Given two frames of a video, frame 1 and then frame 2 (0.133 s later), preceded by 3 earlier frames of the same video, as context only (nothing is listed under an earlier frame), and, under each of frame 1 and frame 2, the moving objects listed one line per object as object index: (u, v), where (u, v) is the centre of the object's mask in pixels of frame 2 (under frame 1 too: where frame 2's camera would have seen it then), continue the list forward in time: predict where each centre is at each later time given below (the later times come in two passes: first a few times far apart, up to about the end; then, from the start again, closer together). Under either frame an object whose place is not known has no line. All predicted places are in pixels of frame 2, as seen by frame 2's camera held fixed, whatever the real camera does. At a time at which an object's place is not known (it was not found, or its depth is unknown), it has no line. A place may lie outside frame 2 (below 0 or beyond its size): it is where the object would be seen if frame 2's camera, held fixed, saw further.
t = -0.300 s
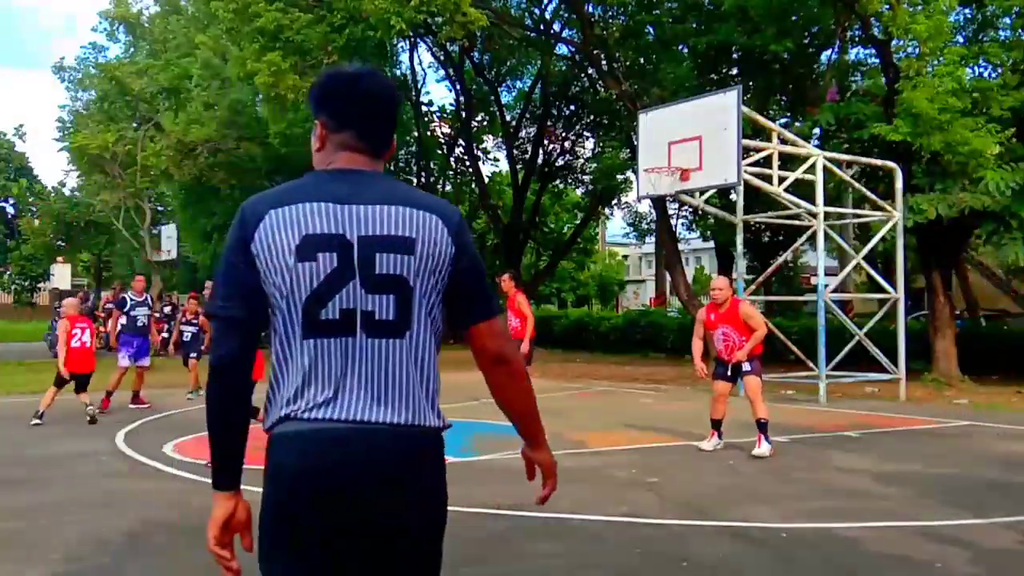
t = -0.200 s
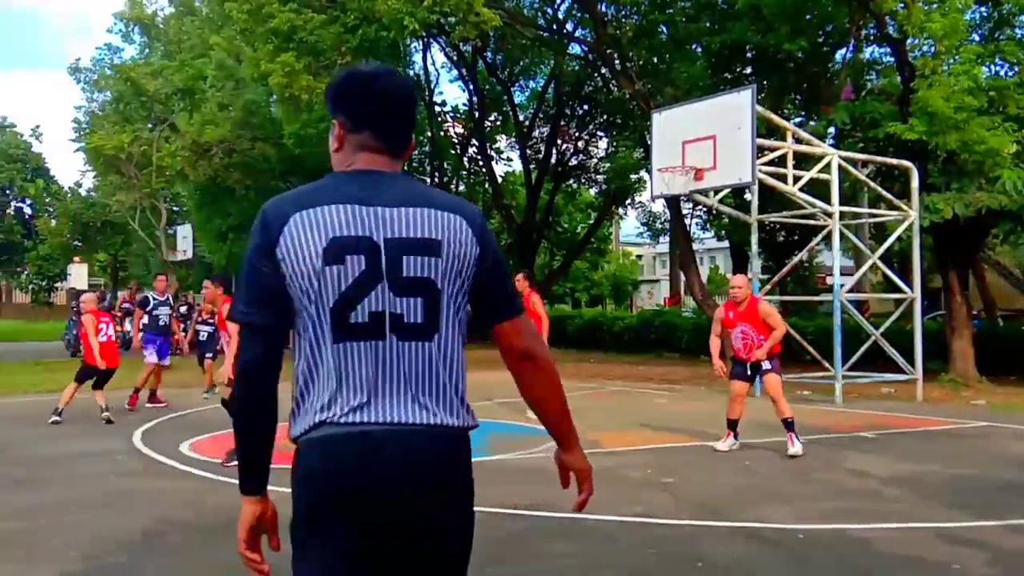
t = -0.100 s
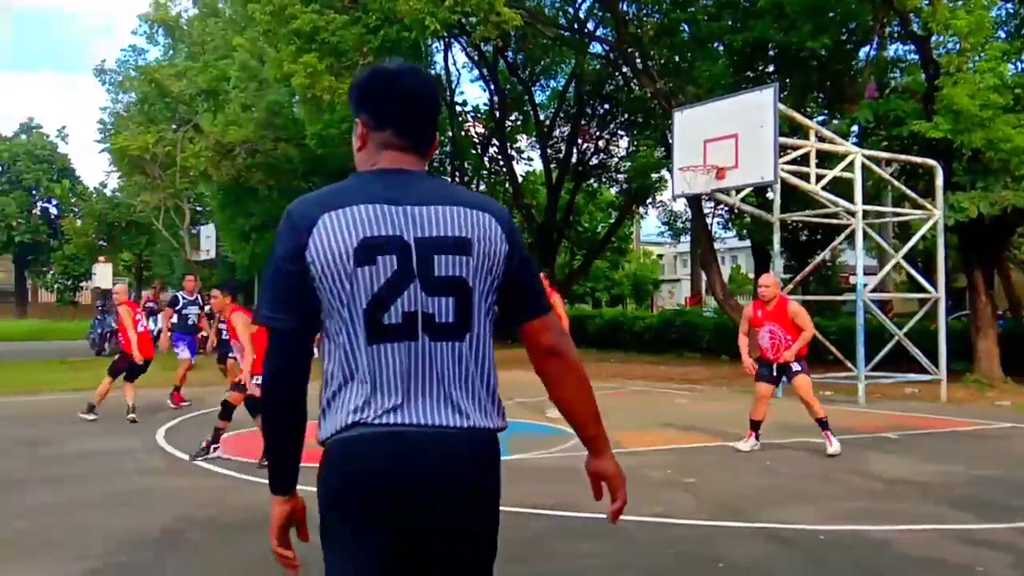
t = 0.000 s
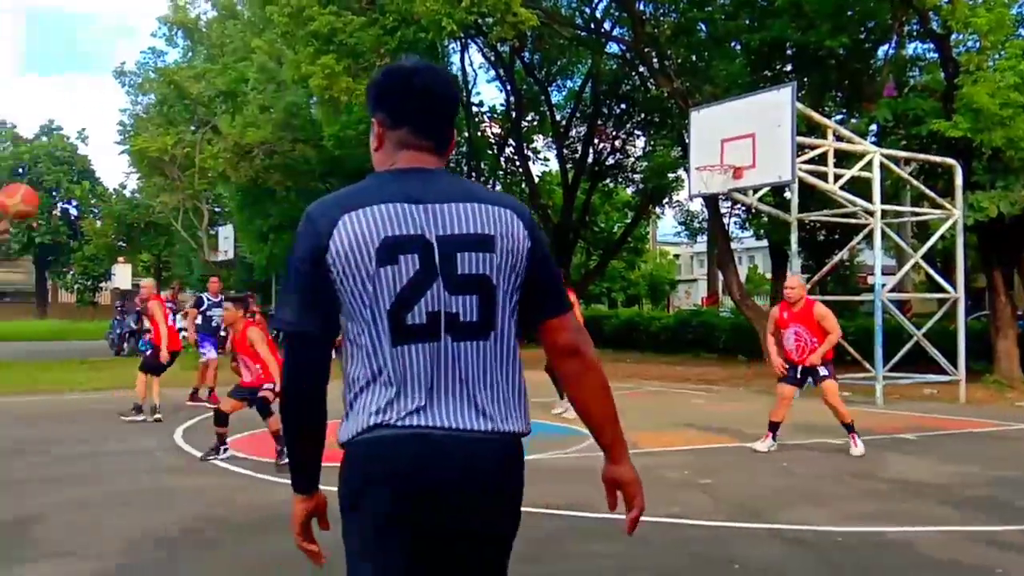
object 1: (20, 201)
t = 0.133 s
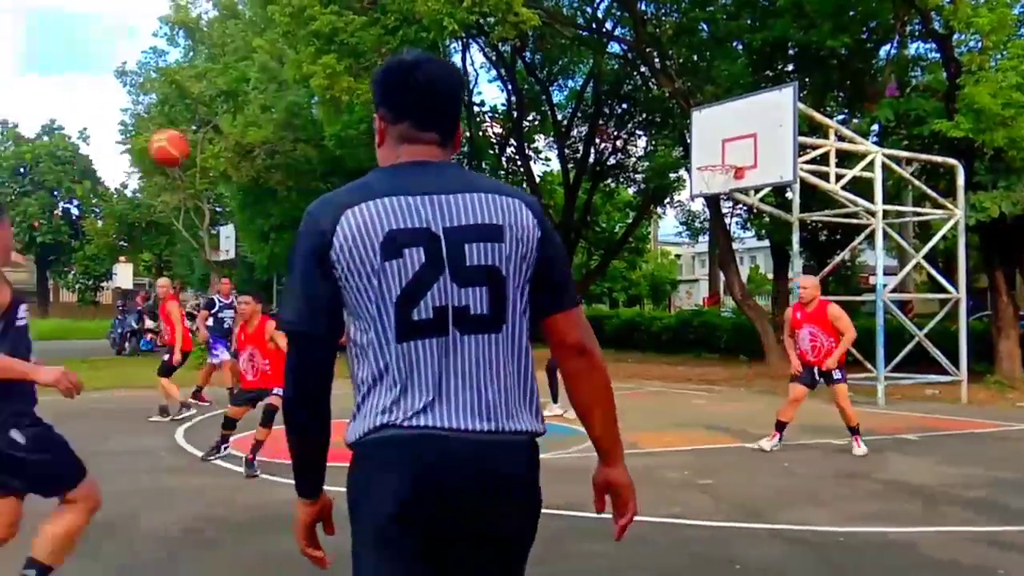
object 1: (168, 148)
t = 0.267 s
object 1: (334, 119)
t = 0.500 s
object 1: (670, 133)
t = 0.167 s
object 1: (209, 138)
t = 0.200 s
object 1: (250, 130)
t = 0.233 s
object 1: (292, 123)
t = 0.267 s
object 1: (334, 119)
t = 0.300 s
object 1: (374, 117)
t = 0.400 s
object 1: (518, 116)
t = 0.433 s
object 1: (567, 120)
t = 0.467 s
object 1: (617, 124)
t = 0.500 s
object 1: (670, 133)
